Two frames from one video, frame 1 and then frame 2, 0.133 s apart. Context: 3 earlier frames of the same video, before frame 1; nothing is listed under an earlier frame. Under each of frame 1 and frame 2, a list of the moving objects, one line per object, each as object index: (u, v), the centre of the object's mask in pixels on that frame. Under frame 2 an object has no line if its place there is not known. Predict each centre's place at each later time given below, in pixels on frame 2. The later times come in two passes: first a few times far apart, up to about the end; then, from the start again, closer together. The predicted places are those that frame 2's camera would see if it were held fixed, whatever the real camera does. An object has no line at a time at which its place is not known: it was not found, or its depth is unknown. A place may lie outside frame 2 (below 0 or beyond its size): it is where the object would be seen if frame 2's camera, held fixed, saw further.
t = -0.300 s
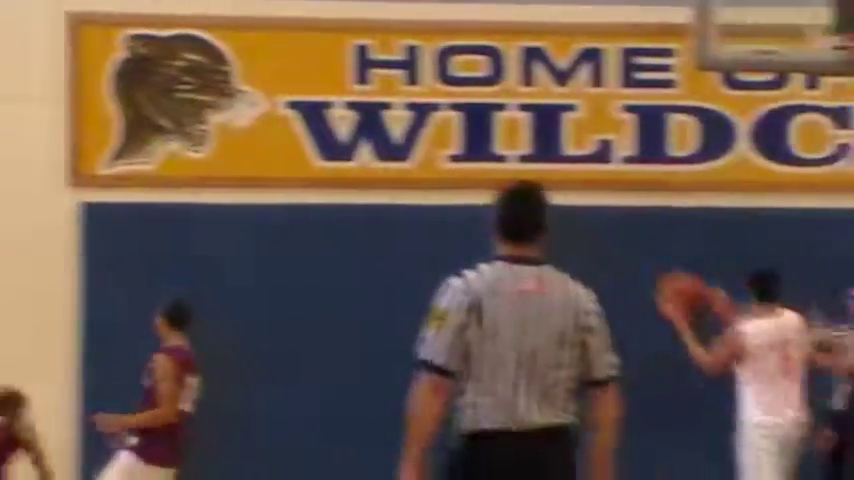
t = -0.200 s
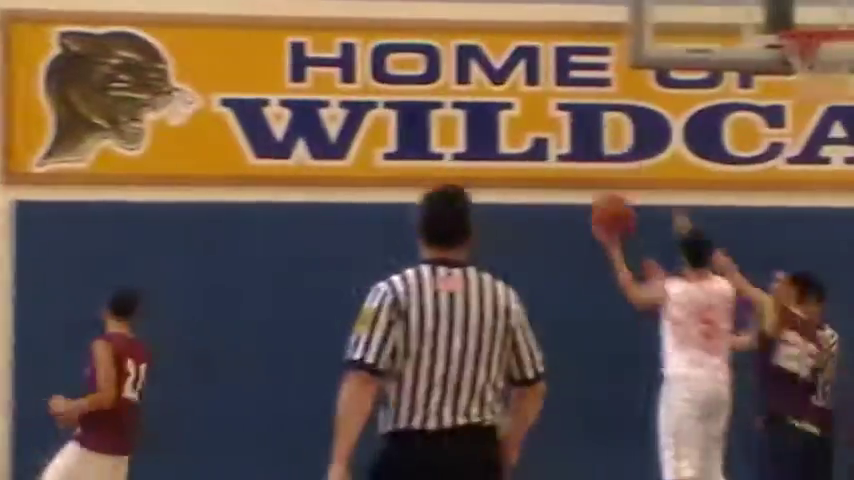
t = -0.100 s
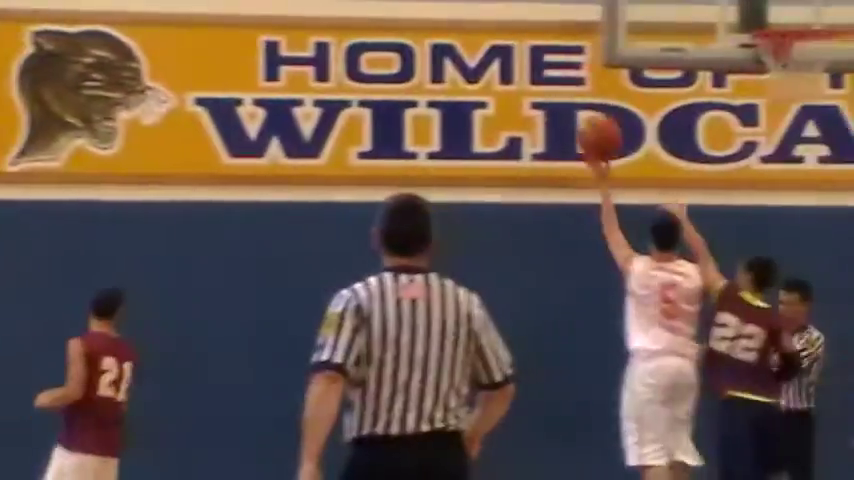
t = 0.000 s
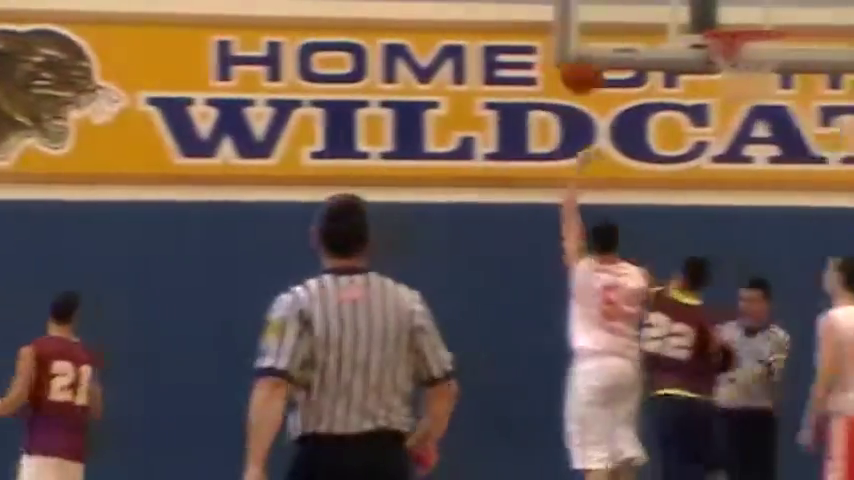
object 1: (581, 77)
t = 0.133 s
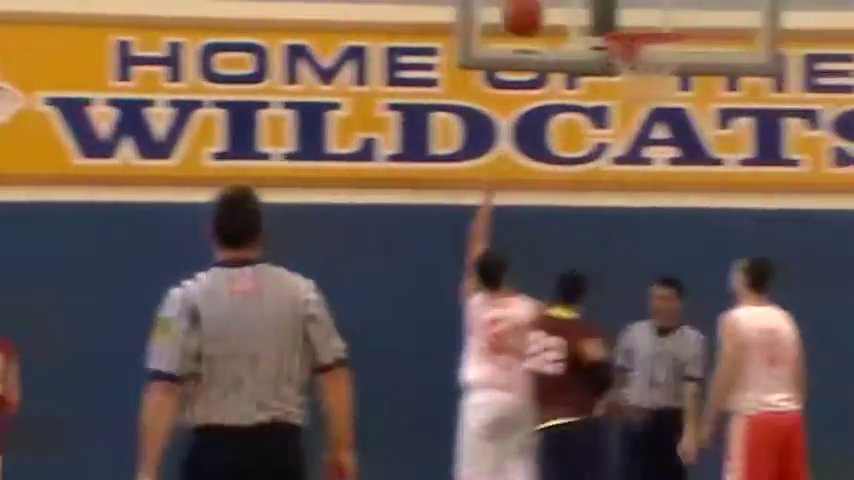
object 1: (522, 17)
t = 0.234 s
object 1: (551, 4)
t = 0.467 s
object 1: (636, 14)
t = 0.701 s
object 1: (642, 87)
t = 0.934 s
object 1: (636, 99)
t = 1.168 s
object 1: (653, 169)
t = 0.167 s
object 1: (532, 11)
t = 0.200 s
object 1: (542, 7)
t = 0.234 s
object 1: (551, 4)
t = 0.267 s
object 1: (561, 1)
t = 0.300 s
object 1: (572, -1)
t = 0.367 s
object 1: (599, 0)
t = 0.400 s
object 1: (610, 1)
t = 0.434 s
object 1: (624, 7)
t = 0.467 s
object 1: (636, 14)
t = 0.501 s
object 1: (649, 26)
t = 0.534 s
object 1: (655, 32)
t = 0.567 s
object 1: (653, 45)
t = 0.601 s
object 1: (650, 58)
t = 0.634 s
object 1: (649, 72)
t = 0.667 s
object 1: (639, 85)
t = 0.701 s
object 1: (642, 87)
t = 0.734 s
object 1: (640, 81)
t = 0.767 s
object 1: (639, 79)
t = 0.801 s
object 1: (638, 80)
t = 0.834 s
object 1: (635, 84)
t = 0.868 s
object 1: (634, 90)
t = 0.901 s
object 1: (632, 95)
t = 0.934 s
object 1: (636, 99)
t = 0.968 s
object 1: (640, 103)
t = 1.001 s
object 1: (642, 106)
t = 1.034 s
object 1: (642, 112)
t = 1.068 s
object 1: (645, 119)
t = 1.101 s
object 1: (648, 134)
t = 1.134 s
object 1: (650, 150)
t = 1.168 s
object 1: (653, 169)
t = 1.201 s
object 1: (655, 187)
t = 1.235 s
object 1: (658, 209)
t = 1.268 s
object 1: (662, 232)
